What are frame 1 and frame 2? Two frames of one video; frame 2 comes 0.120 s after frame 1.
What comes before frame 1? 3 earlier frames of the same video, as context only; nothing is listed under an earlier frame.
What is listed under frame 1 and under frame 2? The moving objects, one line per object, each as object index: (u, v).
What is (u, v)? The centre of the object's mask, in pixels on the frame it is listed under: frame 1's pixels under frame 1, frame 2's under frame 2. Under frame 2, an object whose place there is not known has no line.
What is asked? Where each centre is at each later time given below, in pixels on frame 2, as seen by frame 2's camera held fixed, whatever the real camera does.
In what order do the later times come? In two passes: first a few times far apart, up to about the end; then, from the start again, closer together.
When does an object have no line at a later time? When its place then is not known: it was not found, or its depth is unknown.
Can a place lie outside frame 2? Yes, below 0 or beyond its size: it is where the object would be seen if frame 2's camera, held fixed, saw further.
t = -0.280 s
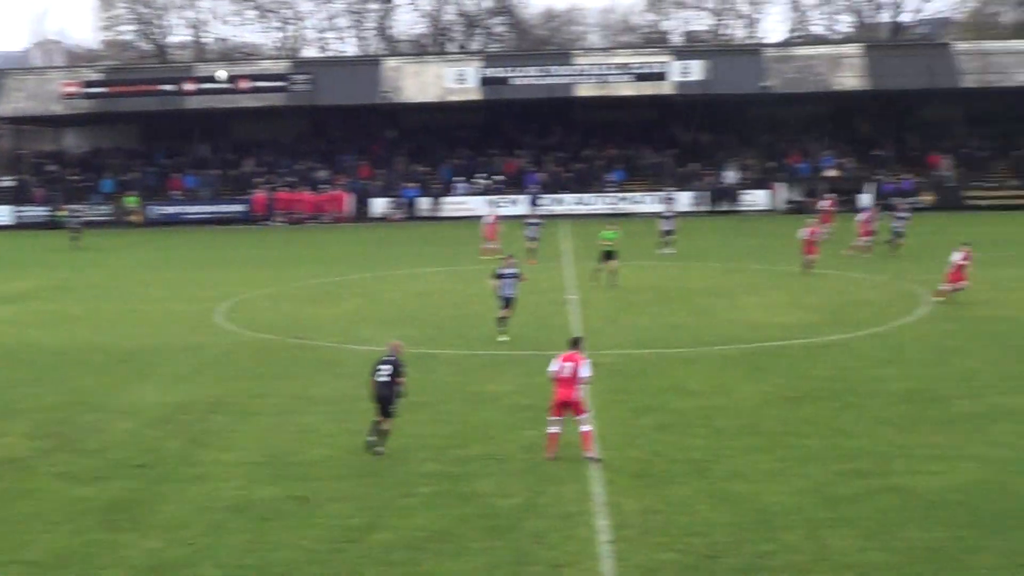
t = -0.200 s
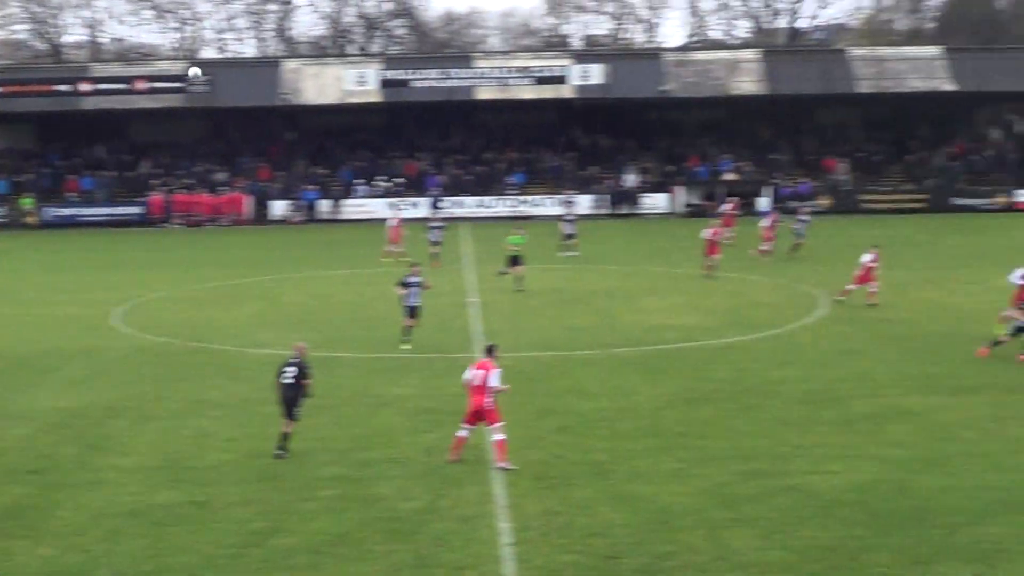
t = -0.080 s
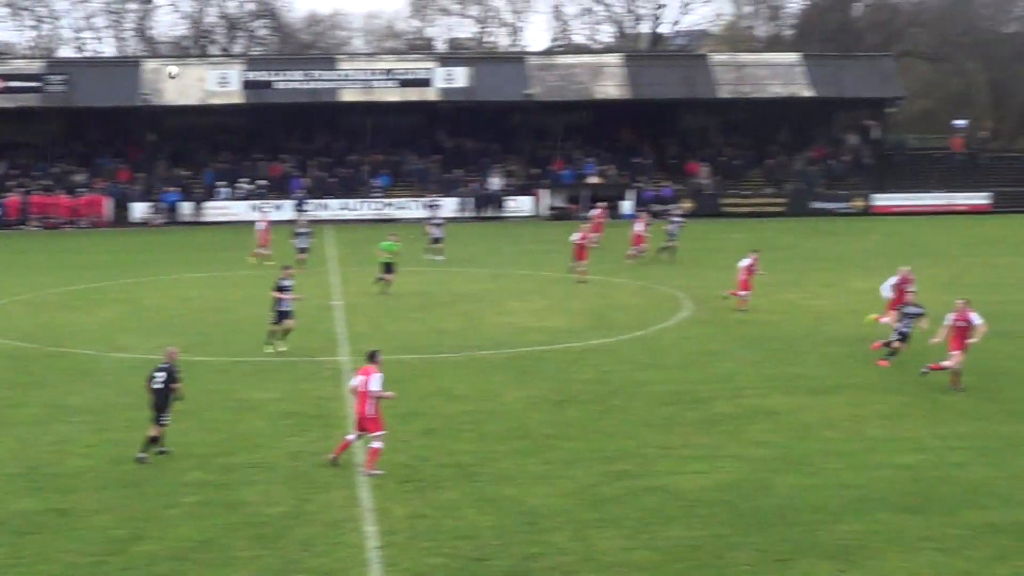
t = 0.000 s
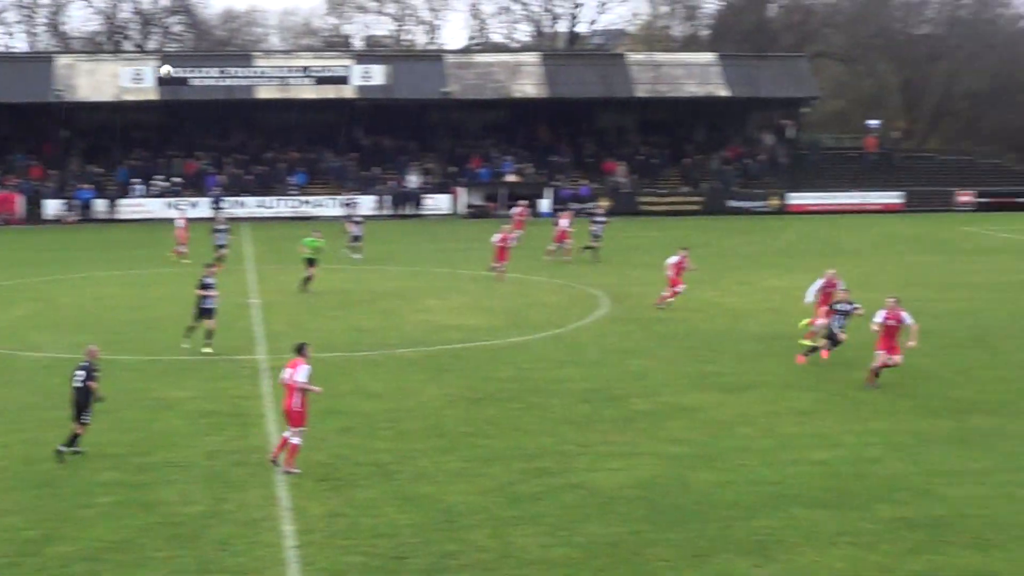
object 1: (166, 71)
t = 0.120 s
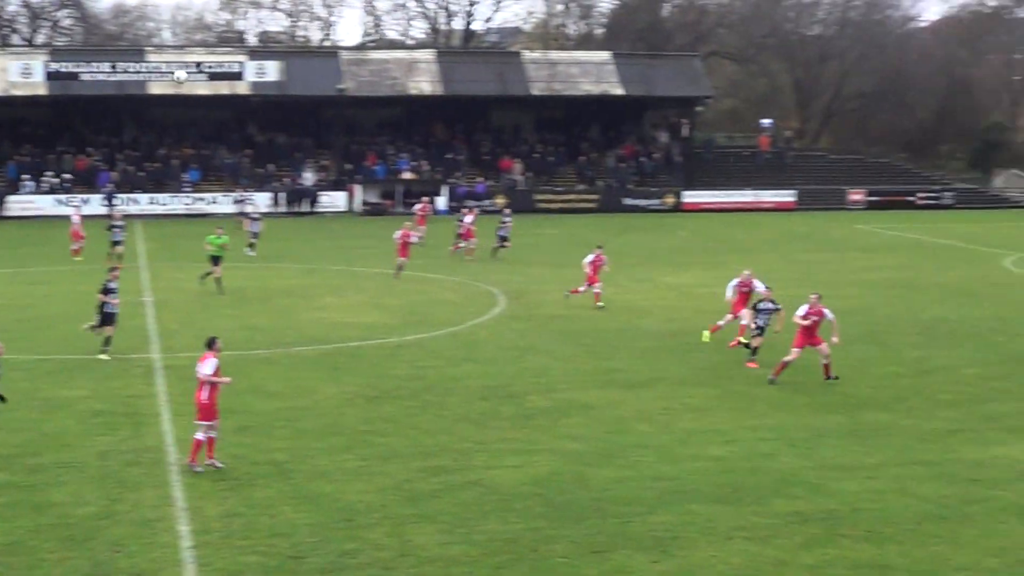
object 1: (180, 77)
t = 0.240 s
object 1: (300, 93)
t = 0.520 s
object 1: (564, 151)
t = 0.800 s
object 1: (806, 231)
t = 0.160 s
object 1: (221, 82)
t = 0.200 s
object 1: (261, 87)
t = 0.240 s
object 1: (300, 93)
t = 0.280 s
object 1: (338, 100)
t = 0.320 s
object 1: (376, 106)
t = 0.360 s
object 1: (415, 114)
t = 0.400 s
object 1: (453, 123)
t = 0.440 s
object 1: (490, 131)
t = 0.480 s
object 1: (527, 141)
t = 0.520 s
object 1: (564, 151)
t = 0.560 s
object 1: (600, 161)
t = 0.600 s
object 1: (635, 172)
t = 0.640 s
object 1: (670, 183)
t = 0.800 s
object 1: (806, 231)
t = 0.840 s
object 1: (838, 244)
